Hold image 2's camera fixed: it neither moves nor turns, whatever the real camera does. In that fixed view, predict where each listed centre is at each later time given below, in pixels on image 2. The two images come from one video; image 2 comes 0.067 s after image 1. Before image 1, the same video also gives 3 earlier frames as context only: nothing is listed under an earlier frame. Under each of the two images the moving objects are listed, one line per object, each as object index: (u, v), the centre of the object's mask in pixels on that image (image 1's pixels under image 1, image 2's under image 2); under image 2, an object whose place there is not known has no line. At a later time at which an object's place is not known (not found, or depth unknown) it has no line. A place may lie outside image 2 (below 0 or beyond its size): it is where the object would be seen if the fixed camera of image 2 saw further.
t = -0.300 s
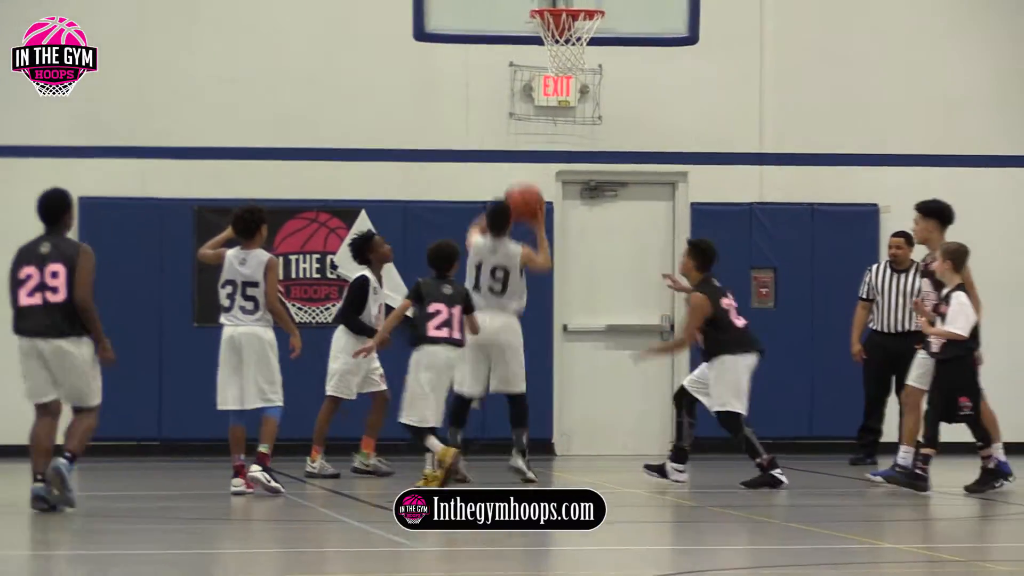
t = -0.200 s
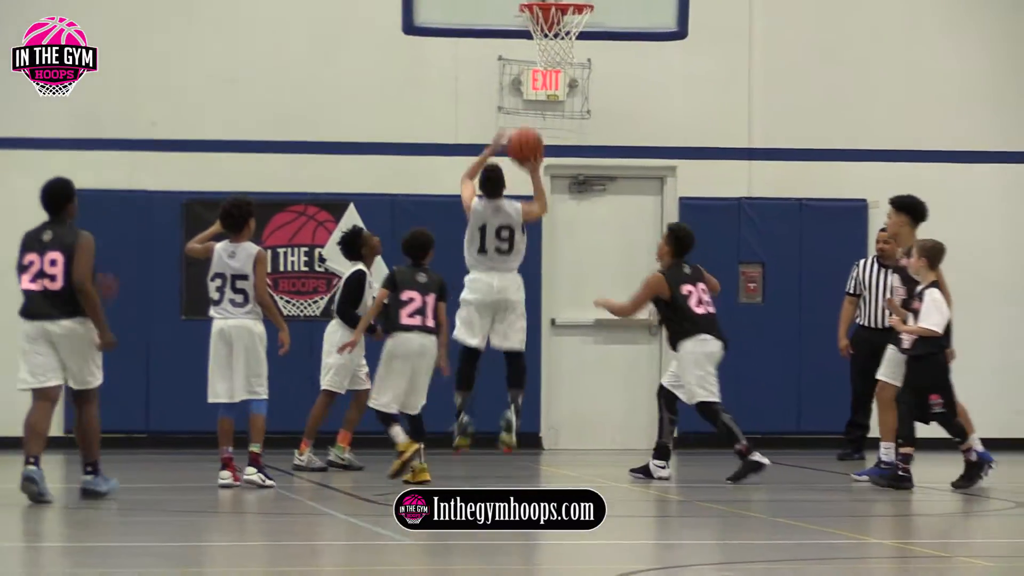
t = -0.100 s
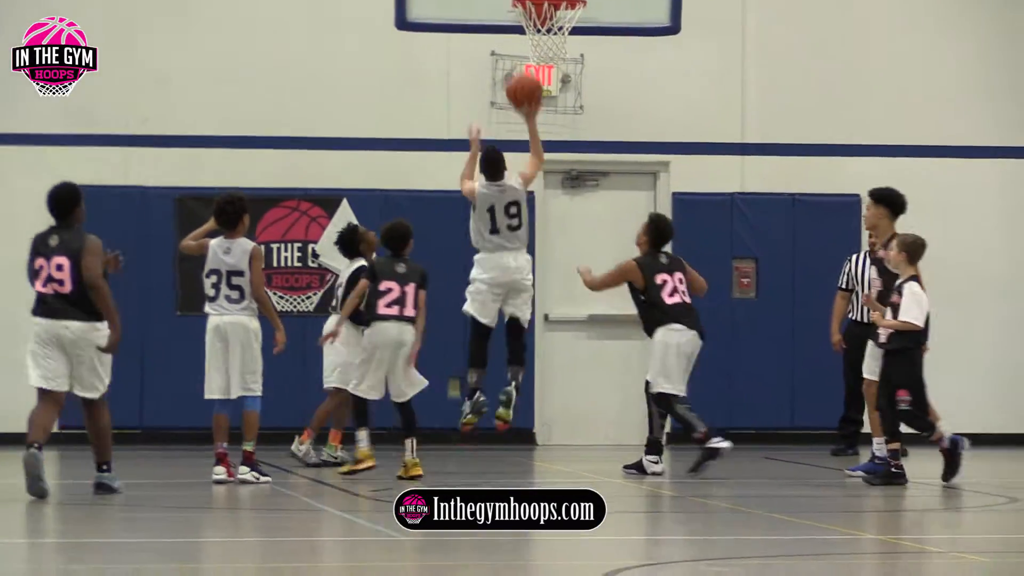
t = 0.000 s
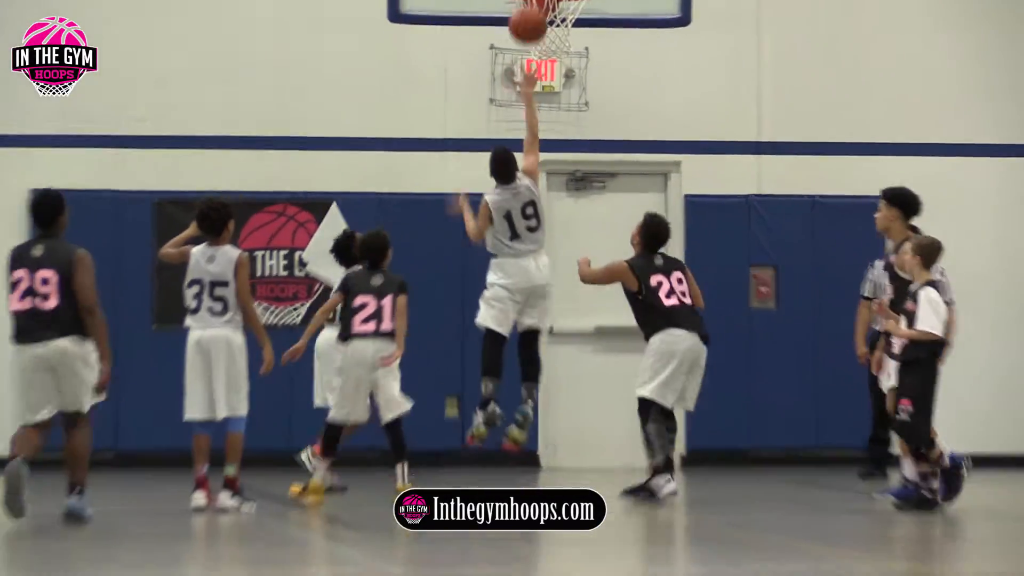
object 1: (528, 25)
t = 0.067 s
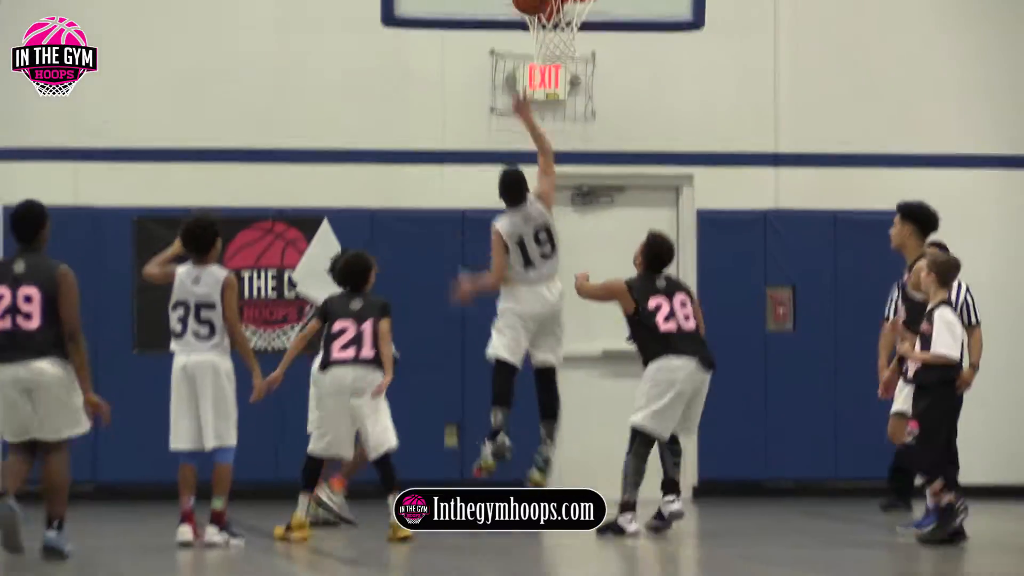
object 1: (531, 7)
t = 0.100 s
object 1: (530, -7)
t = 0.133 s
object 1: (533, -20)
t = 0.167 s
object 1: (534, -34)
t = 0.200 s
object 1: (534, -46)
